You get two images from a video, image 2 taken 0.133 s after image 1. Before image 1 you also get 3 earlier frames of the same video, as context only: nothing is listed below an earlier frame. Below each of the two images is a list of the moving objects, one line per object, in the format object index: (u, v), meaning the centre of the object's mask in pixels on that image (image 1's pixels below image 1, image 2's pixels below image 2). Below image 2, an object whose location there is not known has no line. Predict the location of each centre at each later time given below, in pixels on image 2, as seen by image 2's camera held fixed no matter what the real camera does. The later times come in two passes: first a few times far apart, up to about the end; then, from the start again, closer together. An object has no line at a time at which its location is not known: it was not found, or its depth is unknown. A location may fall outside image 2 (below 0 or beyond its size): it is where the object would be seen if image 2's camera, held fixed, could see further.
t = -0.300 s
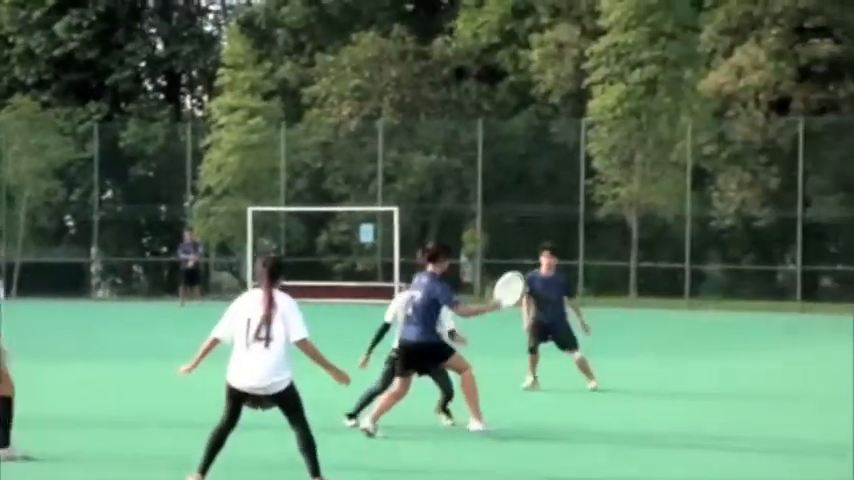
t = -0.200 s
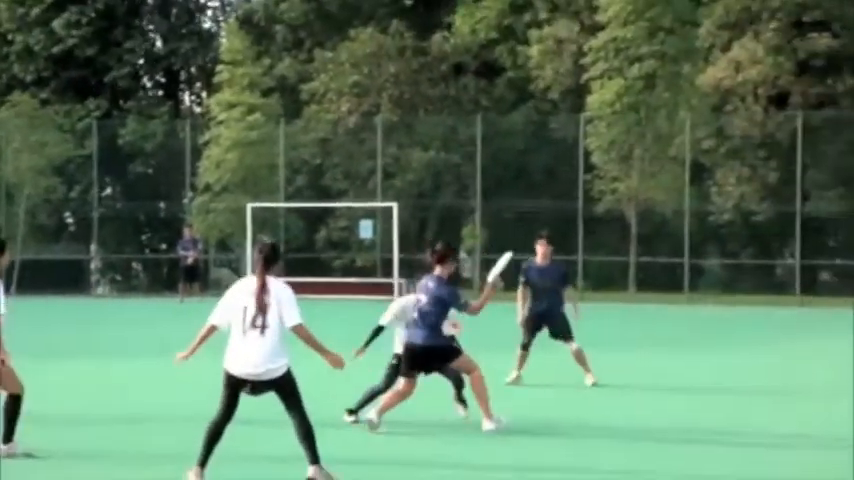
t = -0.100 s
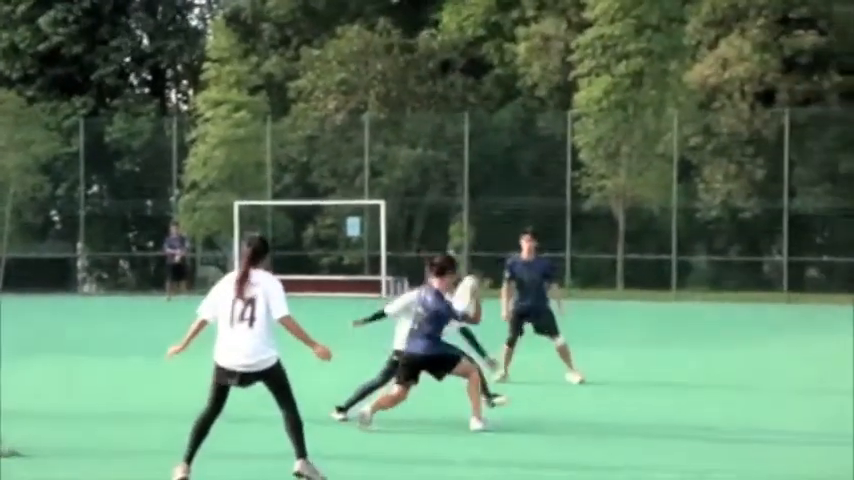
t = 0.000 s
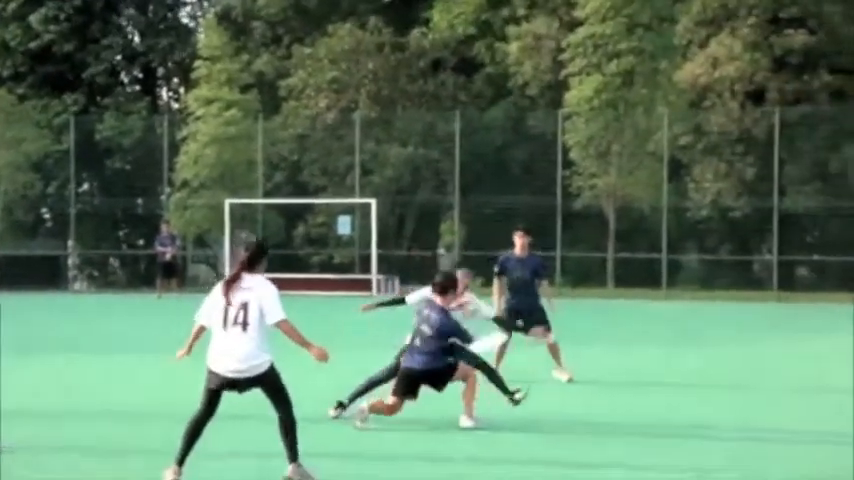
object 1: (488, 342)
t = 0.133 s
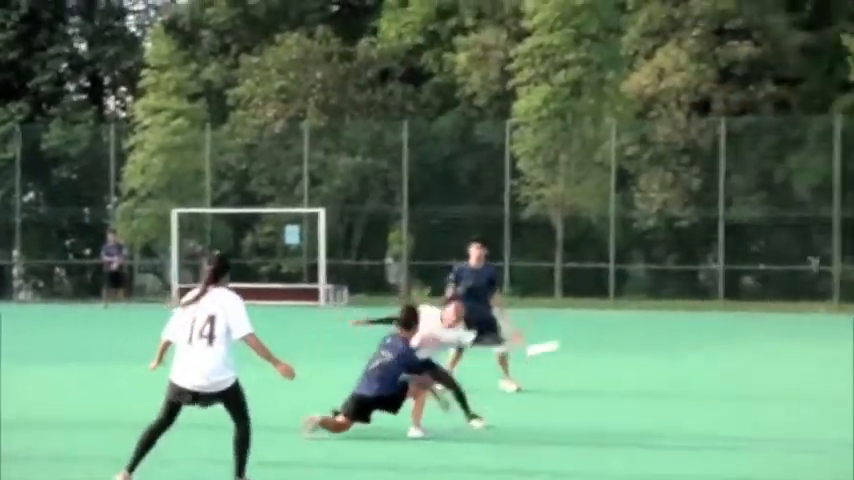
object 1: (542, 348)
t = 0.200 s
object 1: (581, 337)
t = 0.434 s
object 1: (687, 300)
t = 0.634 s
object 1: (750, 277)
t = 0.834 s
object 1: (796, 262)
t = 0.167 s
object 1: (561, 344)
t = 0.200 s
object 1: (581, 337)
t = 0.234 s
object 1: (599, 331)
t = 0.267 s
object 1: (617, 325)
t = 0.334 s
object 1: (647, 314)
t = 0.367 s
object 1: (662, 309)
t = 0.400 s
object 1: (676, 304)
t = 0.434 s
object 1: (687, 300)
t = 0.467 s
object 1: (699, 296)
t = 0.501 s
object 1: (711, 291)
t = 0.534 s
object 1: (722, 287)
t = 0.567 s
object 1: (733, 283)
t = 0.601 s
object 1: (741, 280)
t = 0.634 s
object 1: (750, 277)
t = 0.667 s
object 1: (759, 274)
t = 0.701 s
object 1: (767, 271)
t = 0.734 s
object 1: (775, 268)
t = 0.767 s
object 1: (782, 266)
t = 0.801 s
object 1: (790, 264)
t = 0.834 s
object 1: (796, 262)
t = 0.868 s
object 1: (803, 261)
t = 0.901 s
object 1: (808, 260)
